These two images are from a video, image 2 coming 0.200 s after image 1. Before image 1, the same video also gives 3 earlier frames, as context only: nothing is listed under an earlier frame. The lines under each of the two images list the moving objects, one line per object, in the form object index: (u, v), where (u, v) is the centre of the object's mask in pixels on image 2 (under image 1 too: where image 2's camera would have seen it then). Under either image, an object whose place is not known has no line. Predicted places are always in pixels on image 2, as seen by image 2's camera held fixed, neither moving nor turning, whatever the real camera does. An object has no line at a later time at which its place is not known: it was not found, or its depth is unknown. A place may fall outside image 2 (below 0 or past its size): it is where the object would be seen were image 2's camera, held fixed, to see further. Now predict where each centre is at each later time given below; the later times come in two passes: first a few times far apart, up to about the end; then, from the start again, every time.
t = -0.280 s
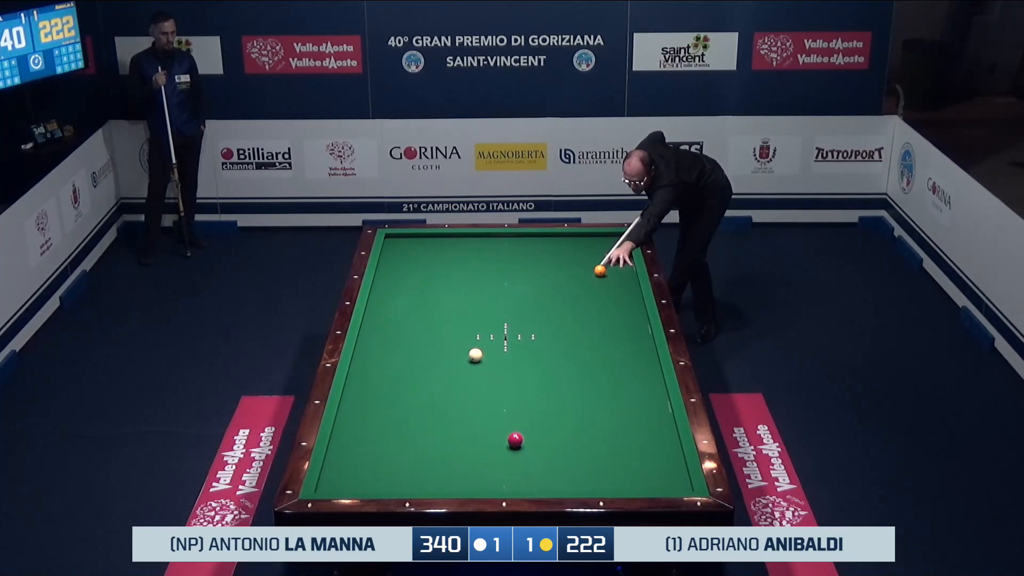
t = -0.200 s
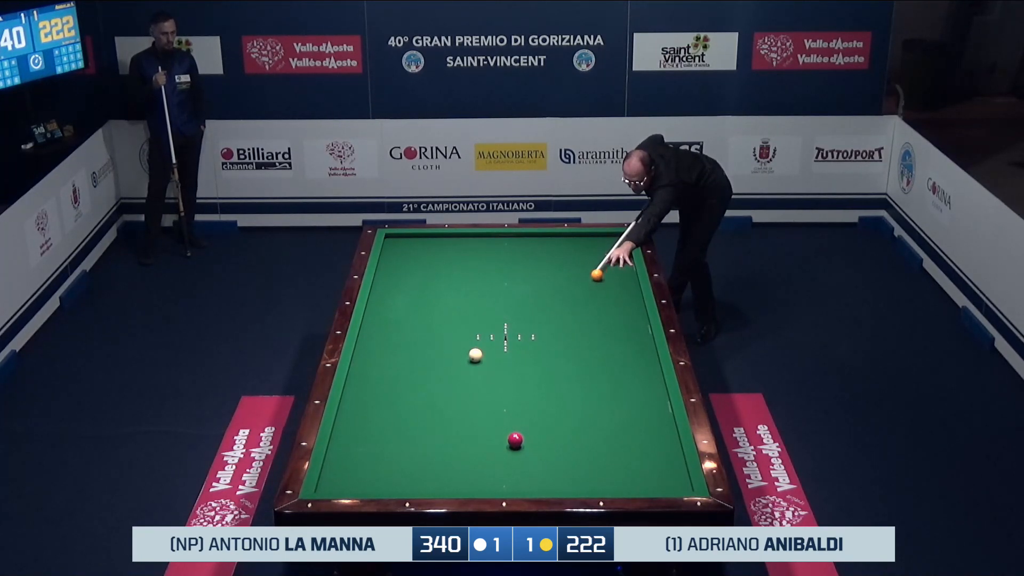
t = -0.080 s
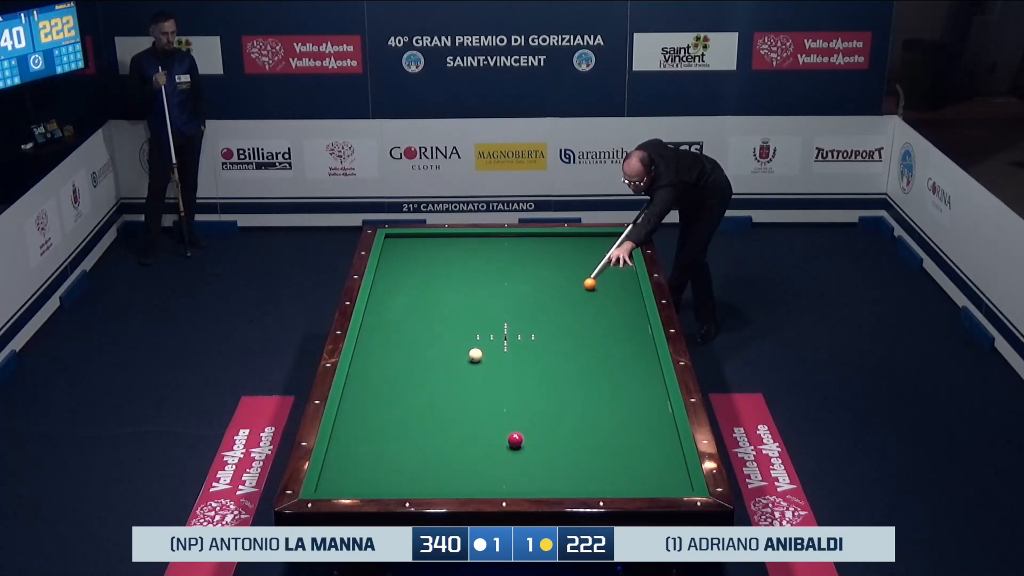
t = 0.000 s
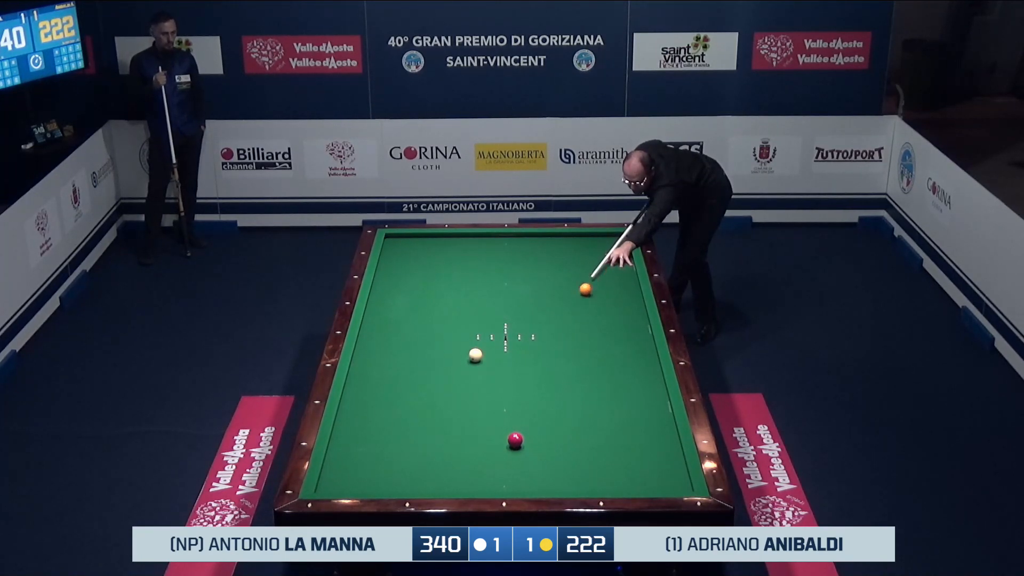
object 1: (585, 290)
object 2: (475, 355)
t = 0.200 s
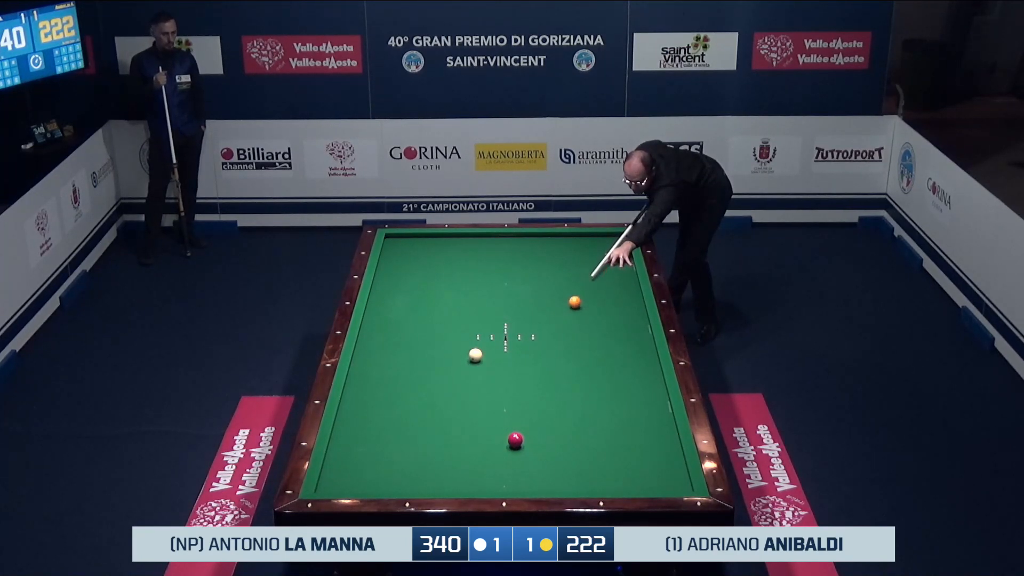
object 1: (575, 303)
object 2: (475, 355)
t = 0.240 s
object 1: (572, 305)
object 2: (475, 355)
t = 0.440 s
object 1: (561, 319)
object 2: (475, 355)
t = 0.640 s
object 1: (549, 333)
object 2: (475, 355)
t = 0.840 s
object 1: (537, 347)
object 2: (475, 355)
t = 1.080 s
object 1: (521, 365)
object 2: (475, 355)
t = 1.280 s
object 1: (508, 382)
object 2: (475, 355)
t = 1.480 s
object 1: (494, 398)
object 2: (475, 355)
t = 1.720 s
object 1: (476, 419)
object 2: (475, 355)
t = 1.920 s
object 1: (460, 437)
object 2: (475, 355)
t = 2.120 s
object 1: (444, 457)
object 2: (475, 355)
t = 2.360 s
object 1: (423, 481)
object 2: (475, 355)
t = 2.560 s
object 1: (403, 484)
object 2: (475, 355)
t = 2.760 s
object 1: (381, 473)
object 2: (475, 355)
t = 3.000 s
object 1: (357, 461)
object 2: (475, 355)
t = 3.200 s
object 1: (337, 451)
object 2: (475, 355)
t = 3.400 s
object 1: (346, 441)
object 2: (475, 355)
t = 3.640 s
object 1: (364, 430)
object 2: (475, 355)
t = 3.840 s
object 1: (377, 421)
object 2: (475, 355)
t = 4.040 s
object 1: (390, 412)
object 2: (475, 355)
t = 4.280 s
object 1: (404, 402)
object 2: (475, 355)
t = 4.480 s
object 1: (416, 394)
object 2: (475, 355)
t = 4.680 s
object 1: (427, 387)
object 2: (475, 355)
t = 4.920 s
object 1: (439, 379)
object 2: (475, 355)
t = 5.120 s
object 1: (449, 372)
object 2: (475, 355)
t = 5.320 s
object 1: (459, 366)
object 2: (475, 355)
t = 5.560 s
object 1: (467, 360)
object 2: (478, 353)
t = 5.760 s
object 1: (468, 358)
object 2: (484, 350)
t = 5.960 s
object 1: (470, 357)
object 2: (489, 347)
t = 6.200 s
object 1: (471, 356)
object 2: (495, 343)
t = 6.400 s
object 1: (472, 355)
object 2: (499, 340)
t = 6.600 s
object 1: (473, 354)
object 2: (504, 337)
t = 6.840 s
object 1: (474, 353)
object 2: (509, 334)
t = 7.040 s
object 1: (474, 353)
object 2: (513, 332)
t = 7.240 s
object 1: (475, 352)
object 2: (517, 329)
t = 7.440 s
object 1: (475, 352)
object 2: (521, 327)
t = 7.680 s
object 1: (476, 352)
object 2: (525, 325)
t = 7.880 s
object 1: (476, 352)
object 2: (528, 323)
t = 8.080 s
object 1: (476, 352)
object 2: (531, 321)
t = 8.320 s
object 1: (476, 352)
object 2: (534, 319)
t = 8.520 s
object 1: (476, 352)
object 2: (537, 317)
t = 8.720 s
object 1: (476, 352)
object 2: (539, 316)
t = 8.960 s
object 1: (476, 352)
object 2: (542, 314)
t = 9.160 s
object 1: (476, 352)
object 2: (543, 313)
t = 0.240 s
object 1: (572, 305)
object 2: (475, 355)
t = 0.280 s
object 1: (570, 308)
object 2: (475, 355)
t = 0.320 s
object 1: (568, 311)
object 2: (475, 355)
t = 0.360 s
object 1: (566, 313)
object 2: (475, 355)
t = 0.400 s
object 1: (563, 316)
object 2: (475, 355)
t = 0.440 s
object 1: (561, 319)
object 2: (475, 355)
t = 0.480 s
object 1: (559, 321)
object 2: (475, 355)
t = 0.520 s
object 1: (556, 324)
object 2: (475, 355)
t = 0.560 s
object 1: (554, 327)
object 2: (475, 355)
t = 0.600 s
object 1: (552, 330)
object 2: (475, 355)
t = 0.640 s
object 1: (549, 333)
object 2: (475, 355)
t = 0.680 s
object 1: (547, 335)
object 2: (475, 355)
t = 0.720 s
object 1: (544, 338)
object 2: (475, 355)
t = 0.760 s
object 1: (542, 341)
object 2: (475, 355)
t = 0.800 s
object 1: (539, 344)
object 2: (475, 355)
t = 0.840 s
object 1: (537, 347)
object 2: (475, 355)
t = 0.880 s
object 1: (534, 350)
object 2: (475, 355)
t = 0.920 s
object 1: (532, 353)
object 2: (475, 355)
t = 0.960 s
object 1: (529, 356)
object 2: (475, 355)
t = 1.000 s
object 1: (527, 359)
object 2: (475, 355)
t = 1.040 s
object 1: (524, 362)
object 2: (475, 355)
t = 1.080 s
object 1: (521, 365)
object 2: (475, 355)
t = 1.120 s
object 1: (519, 369)
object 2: (475, 355)
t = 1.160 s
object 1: (516, 372)
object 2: (475, 355)
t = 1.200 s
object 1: (513, 375)
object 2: (475, 355)
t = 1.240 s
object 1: (511, 378)
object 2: (475, 355)
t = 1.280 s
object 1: (508, 382)
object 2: (475, 355)
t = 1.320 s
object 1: (505, 385)
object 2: (475, 355)
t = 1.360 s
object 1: (502, 388)
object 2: (475, 355)
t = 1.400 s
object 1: (499, 392)
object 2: (475, 355)
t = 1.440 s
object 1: (497, 395)
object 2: (475, 355)
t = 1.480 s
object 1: (494, 398)
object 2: (475, 355)
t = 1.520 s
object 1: (491, 402)
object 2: (475, 355)
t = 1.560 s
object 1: (488, 405)
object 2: (475, 355)
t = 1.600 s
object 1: (485, 409)
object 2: (475, 355)
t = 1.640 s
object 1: (482, 412)
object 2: (475, 355)
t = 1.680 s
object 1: (479, 416)
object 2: (475, 355)
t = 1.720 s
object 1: (476, 419)
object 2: (475, 355)
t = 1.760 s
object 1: (473, 423)
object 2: (475, 355)
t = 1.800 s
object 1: (470, 427)
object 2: (475, 355)
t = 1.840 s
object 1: (467, 430)
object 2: (475, 355)
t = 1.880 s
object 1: (464, 434)
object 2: (475, 355)
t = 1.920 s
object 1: (460, 437)
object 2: (475, 355)
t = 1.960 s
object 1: (457, 441)
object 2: (475, 355)
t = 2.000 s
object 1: (454, 445)
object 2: (475, 355)
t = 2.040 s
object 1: (451, 449)
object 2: (475, 355)
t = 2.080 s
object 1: (447, 453)
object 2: (475, 355)
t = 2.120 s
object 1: (444, 457)
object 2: (475, 355)
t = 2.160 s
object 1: (441, 461)
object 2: (475, 355)
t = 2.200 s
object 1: (437, 465)
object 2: (475, 355)
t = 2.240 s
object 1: (434, 469)
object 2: (475, 355)
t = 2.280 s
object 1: (430, 473)
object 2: (475, 355)
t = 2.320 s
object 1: (427, 477)
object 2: (475, 355)
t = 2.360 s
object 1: (423, 481)
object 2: (475, 355)
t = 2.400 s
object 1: (420, 484)
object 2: (475, 355)
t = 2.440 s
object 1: (417, 486)
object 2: (475, 355)
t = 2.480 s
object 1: (413, 487)
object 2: (475, 355)
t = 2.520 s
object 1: (408, 485)
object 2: (475, 355)
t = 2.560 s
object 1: (403, 484)
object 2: (475, 355)
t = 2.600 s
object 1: (399, 482)
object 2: (475, 355)
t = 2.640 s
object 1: (394, 480)
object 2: (475, 355)
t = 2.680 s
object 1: (390, 477)
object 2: (475, 355)
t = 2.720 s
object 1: (386, 475)
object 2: (475, 355)
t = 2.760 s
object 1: (381, 473)
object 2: (475, 355)
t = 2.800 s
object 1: (377, 471)
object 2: (475, 355)
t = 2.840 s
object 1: (373, 469)
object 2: (475, 355)
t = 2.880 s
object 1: (369, 467)
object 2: (475, 355)
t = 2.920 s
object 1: (365, 465)
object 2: (475, 355)
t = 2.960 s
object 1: (361, 463)
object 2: (475, 355)
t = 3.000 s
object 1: (357, 461)
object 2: (475, 355)
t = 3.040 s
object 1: (353, 459)
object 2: (475, 355)
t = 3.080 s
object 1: (349, 457)
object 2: (475, 355)
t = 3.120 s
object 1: (345, 455)
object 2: (475, 355)
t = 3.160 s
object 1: (341, 453)
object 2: (475, 355)
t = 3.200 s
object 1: (337, 451)
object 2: (475, 355)
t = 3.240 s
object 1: (334, 449)
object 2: (475, 355)
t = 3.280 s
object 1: (337, 447)
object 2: (475, 355)
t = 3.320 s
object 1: (340, 445)
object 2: (475, 355)
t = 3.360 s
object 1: (343, 443)
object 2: (475, 355)
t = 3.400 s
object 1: (346, 441)
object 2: (475, 355)
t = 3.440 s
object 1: (349, 439)
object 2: (475, 355)
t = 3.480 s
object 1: (352, 437)
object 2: (475, 355)
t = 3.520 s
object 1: (355, 435)
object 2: (475, 355)
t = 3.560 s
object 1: (358, 433)
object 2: (475, 355)
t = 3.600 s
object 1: (361, 431)
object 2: (475, 355)
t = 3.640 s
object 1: (364, 430)
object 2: (475, 355)
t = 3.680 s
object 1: (366, 428)
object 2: (475, 355)
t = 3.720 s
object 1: (369, 426)
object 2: (475, 355)
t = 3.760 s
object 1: (372, 424)
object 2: (475, 355)
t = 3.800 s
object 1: (374, 422)
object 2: (475, 355)
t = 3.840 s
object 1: (377, 421)
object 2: (475, 355)
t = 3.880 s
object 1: (380, 419)
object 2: (475, 355)
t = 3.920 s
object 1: (382, 417)
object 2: (475, 355)
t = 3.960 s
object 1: (384, 415)
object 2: (475, 355)
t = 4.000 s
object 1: (387, 414)
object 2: (475, 355)
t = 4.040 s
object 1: (390, 412)
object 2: (475, 355)
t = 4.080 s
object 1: (392, 410)
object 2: (475, 355)
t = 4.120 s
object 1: (395, 409)
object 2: (475, 355)
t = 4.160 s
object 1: (397, 407)
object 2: (475, 355)
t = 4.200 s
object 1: (399, 405)
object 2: (475, 355)
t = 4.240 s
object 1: (402, 404)
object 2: (475, 355)
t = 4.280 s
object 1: (404, 402)
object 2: (475, 355)
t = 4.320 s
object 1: (407, 401)
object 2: (475, 355)
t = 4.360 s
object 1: (409, 399)
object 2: (475, 355)
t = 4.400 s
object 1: (411, 397)
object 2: (475, 355)
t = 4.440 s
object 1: (414, 396)
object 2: (475, 355)
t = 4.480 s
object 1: (416, 394)
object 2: (475, 355)
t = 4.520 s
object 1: (418, 393)
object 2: (475, 355)
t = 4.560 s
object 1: (420, 391)
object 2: (475, 355)
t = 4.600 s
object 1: (422, 390)
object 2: (475, 355)
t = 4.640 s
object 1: (425, 389)
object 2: (475, 355)
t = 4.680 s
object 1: (427, 387)
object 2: (475, 355)
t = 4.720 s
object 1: (429, 386)
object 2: (475, 355)
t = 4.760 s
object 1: (431, 384)
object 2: (475, 355)
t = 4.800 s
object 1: (433, 383)
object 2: (475, 355)
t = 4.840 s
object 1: (435, 381)
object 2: (475, 355)
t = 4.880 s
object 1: (437, 380)
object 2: (475, 355)
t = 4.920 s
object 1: (439, 379)
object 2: (475, 355)
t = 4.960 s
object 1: (441, 377)
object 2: (475, 355)
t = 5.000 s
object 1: (443, 376)
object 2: (475, 355)
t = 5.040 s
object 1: (445, 375)
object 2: (475, 355)
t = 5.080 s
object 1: (447, 373)
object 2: (475, 355)
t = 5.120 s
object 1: (449, 372)
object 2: (475, 355)
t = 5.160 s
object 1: (451, 371)
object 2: (475, 355)
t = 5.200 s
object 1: (453, 369)
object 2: (475, 355)
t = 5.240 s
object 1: (455, 368)
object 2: (475, 355)
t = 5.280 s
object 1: (457, 367)
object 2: (475, 355)
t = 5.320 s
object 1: (459, 366)
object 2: (475, 355)
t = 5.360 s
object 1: (460, 364)
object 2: (475, 355)
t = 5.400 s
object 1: (462, 363)
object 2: (476, 355)
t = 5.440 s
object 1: (464, 362)
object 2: (476, 355)
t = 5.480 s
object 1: (466, 361)
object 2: (476, 354)
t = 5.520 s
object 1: (466, 360)
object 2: (477, 354)
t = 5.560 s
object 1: (467, 360)
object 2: (478, 353)
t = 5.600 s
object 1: (467, 360)
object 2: (479, 353)
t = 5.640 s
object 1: (467, 359)
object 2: (480, 352)
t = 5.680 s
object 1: (468, 359)
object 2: (481, 351)
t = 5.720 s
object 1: (468, 359)
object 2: (482, 351)
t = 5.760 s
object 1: (468, 358)
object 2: (484, 350)
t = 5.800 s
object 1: (469, 358)
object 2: (485, 350)
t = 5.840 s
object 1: (469, 358)
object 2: (486, 349)
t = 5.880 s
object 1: (469, 358)
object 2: (487, 349)
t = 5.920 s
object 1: (469, 357)
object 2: (488, 348)
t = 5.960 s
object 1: (470, 357)
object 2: (489, 347)
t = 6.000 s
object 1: (470, 357)
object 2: (490, 346)
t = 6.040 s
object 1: (470, 357)
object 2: (491, 346)
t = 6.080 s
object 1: (470, 356)
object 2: (492, 345)
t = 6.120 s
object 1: (470, 356)
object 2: (493, 344)
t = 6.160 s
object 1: (471, 356)
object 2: (494, 344)
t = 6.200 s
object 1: (471, 356)
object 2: (495, 343)
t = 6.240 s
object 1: (471, 355)
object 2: (496, 342)
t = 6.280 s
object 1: (472, 355)
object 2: (497, 342)
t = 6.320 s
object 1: (472, 355)
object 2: (497, 341)
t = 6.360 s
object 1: (472, 355)
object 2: (498, 341)
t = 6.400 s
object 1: (472, 355)
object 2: (499, 340)
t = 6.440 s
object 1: (472, 355)
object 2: (500, 339)
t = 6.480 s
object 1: (473, 354)
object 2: (501, 339)
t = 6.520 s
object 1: (473, 354)
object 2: (502, 338)
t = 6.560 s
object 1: (473, 354)
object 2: (503, 338)
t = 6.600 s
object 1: (473, 354)
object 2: (504, 337)
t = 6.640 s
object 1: (473, 354)
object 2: (505, 336)
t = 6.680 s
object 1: (473, 354)
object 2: (506, 336)
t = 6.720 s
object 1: (474, 353)
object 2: (507, 336)
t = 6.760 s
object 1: (474, 353)
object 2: (507, 335)
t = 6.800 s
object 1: (474, 353)
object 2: (508, 335)
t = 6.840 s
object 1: (474, 353)
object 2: (509, 334)
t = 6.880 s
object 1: (474, 353)
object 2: (510, 334)
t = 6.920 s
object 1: (474, 353)
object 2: (511, 333)
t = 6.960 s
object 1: (474, 353)
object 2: (511, 333)
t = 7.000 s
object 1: (474, 353)
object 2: (512, 332)
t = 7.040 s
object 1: (474, 353)
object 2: (513, 332)
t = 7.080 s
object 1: (474, 353)
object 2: (514, 331)
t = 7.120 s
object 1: (475, 352)
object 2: (514, 331)
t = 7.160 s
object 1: (475, 352)
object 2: (515, 330)
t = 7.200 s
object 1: (475, 352)
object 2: (516, 330)
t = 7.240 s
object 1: (475, 352)
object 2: (517, 329)
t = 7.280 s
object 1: (475, 352)
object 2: (518, 329)
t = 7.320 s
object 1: (475, 352)
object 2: (518, 328)
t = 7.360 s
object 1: (475, 352)
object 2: (519, 328)
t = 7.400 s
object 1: (475, 352)
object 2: (520, 328)
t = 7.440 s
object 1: (475, 352)
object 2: (521, 327)
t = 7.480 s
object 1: (475, 352)
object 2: (521, 327)
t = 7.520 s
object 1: (475, 352)
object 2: (522, 326)
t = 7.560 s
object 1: (475, 352)
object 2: (523, 326)
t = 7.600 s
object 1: (475, 352)
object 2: (523, 326)
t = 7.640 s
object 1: (475, 352)
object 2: (524, 325)
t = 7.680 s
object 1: (476, 352)
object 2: (525, 325)
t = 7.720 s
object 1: (475, 352)
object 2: (526, 324)
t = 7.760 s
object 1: (476, 352)
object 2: (526, 324)
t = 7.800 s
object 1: (476, 352)
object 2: (527, 324)
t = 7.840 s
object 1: (476, 352)
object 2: (527, 323)
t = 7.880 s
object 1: (476, 352)
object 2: (528, 323)
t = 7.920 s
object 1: (476, 352)
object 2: (529, 322)
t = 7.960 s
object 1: (476, 352)
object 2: (529, 322)
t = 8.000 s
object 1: (476, 352)
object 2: (530, 322)
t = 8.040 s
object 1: (476, 352)
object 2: (530, 321)
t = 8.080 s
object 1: (476, 352)
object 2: (531, 321)
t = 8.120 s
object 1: (476, 352)
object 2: (532, 321)
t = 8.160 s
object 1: (476, 352)
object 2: (532, 320)
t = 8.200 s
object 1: (476, 352)
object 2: (533, 320)
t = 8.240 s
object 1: (476, 352)
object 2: (533, 320)
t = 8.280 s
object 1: (476, 352)
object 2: (534, 319)
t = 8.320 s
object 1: (476, 352)
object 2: (534, 319)
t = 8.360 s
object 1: (476, 352)
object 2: (535, 319)
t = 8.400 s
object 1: (476, 352)
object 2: (535, 319)
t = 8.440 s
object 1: (476, 352)
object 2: (536, 318)
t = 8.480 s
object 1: (476, 352)
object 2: (536, 318)
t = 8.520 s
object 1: (476, 352)
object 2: (537, 317)
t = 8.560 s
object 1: (476, 352)
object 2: (537, 317)
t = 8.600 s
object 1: (476, 352)
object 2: (538, 317)
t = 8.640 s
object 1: (476, 352)
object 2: (538, 317)
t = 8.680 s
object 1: (476, 352)
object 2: (539, 316)
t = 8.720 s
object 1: (476, 352)
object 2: (539, 316)
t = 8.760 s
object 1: (476, 352)
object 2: (539, 316)
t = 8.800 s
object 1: (475, 352)
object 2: (540, 315)
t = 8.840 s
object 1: (476, 352)
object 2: (540, 315)
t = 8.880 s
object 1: (476, 352)
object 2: (541, 315)
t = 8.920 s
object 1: (476, 352)
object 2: (541, 315)
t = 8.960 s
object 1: (476, 352)
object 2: (542, 314)
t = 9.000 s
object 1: (476, 352)
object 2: (542, 314)
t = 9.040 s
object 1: (476, 352)
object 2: (542, 314)
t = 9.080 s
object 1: (476, 352)
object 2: (543, 314)
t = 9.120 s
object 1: (476, 352)
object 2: (543, 314)
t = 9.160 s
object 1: (476, 352)
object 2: (543, 313)
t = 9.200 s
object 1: (476, 352)
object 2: (544, 313)
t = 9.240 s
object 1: (476, 352)
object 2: (544, 313)
